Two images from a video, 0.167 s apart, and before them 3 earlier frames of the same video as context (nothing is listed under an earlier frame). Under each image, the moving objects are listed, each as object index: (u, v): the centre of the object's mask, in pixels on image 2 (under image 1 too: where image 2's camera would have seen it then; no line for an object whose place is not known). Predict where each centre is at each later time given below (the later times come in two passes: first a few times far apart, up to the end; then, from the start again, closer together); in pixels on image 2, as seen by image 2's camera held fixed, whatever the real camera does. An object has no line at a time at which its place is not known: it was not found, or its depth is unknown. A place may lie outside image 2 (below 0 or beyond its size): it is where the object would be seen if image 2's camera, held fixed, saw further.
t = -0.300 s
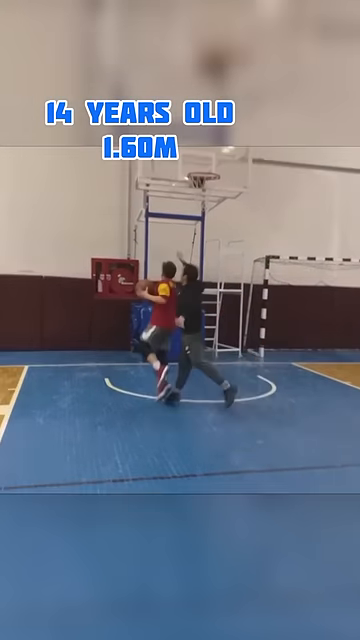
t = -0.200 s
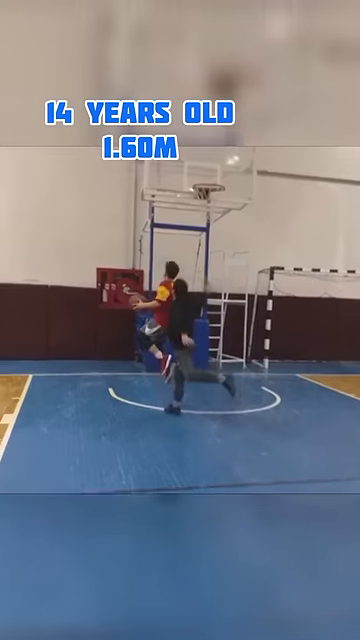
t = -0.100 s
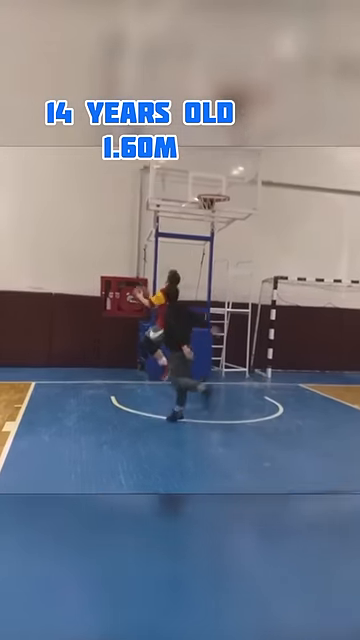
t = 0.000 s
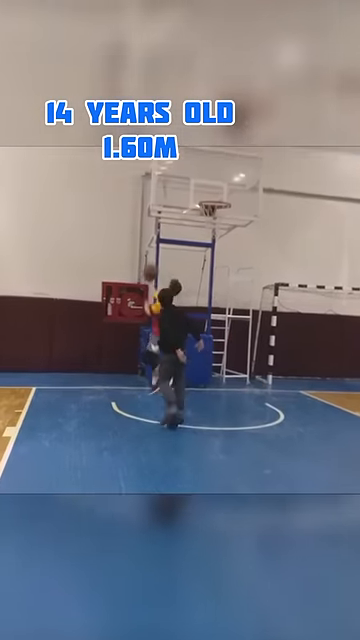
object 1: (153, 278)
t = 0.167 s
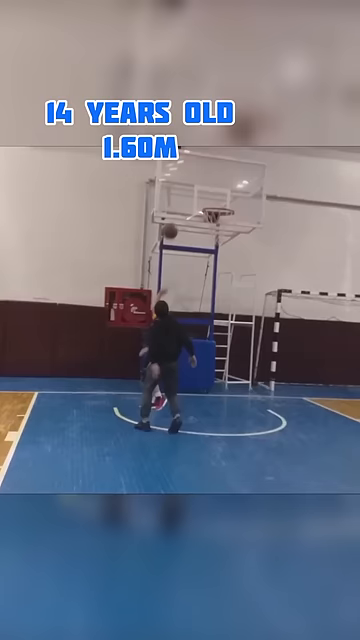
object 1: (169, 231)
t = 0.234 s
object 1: (175, 217)
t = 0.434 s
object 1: (192, 194)
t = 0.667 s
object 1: (205, 186)
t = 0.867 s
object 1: (213, 206)
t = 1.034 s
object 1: (220, 247)
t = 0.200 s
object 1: (172, 224)
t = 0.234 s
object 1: (175, 217)
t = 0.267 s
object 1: (179, 211)
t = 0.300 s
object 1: (181, 206)
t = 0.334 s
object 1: (184, 202)
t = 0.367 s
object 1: (187, 199)
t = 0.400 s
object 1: (189, 196)
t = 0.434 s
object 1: (192, 194)
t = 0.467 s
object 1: (194, 190)
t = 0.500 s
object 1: (196, 188)
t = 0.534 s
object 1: (198, 186)
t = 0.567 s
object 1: (200, 185)
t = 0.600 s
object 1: (201, 185)
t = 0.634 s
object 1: (203, 185)
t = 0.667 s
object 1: (205, 186)
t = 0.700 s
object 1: (207, 189)
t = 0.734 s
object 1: (208, 191)
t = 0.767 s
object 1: (209, 194)
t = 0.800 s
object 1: (211, 198)
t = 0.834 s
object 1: (212, 202)
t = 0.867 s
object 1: (213, 206)
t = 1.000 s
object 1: (218, 237)
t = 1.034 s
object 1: (220, 247)
